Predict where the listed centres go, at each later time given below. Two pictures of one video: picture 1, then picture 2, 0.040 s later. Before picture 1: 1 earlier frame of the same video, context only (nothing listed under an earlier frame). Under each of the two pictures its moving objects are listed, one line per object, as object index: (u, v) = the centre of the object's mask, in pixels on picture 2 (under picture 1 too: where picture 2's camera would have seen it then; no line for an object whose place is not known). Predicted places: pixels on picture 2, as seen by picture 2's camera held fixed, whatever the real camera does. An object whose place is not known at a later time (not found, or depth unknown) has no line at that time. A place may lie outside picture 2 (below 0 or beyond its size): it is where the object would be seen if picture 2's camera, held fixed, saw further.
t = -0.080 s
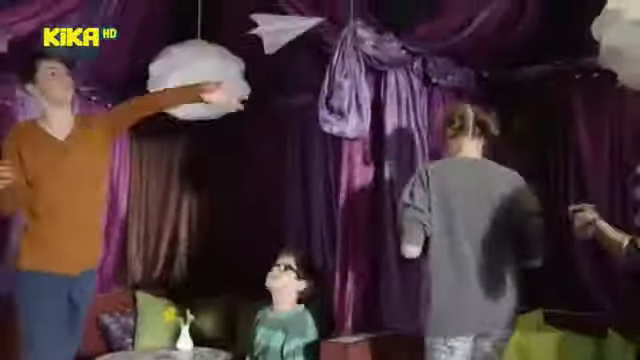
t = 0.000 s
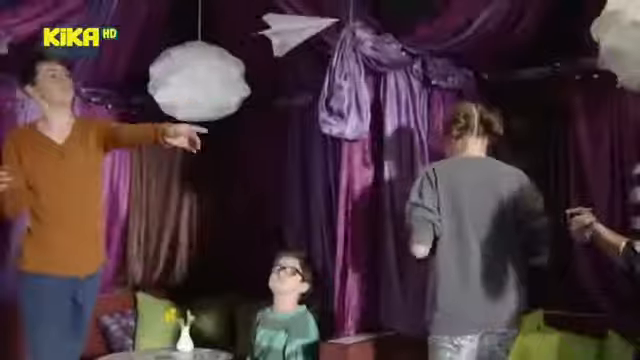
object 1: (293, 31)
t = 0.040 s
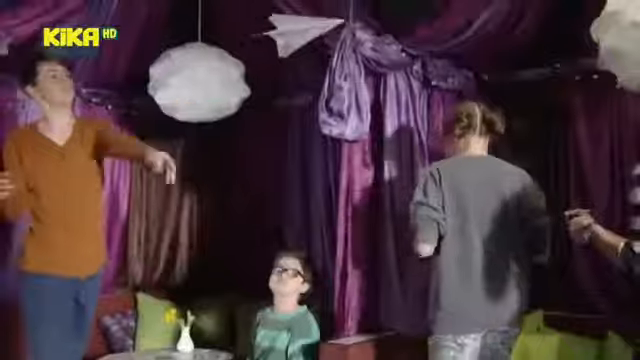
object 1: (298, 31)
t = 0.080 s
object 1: (304, 31)
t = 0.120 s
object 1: (310, 30)
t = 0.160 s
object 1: (316, 30)
